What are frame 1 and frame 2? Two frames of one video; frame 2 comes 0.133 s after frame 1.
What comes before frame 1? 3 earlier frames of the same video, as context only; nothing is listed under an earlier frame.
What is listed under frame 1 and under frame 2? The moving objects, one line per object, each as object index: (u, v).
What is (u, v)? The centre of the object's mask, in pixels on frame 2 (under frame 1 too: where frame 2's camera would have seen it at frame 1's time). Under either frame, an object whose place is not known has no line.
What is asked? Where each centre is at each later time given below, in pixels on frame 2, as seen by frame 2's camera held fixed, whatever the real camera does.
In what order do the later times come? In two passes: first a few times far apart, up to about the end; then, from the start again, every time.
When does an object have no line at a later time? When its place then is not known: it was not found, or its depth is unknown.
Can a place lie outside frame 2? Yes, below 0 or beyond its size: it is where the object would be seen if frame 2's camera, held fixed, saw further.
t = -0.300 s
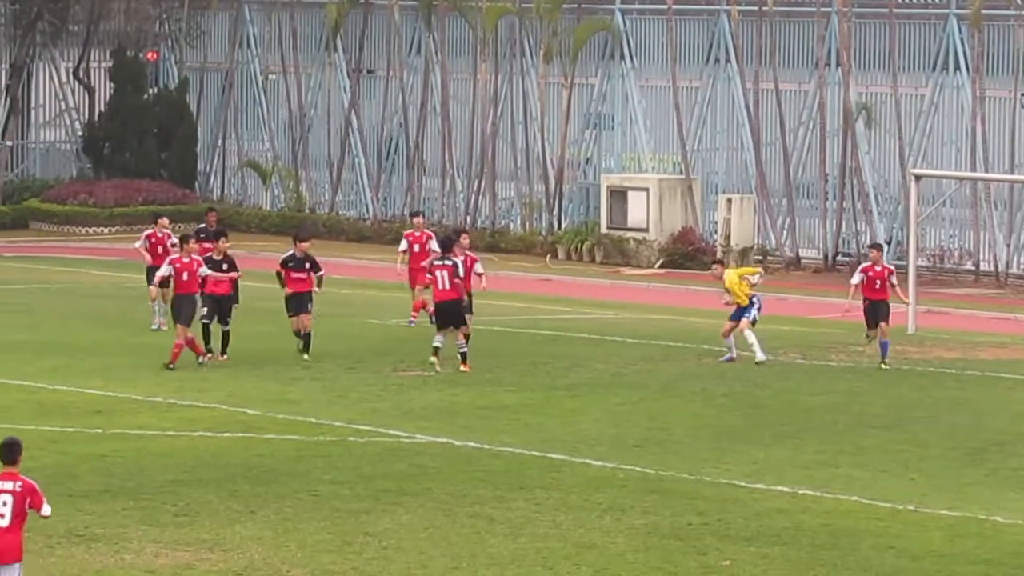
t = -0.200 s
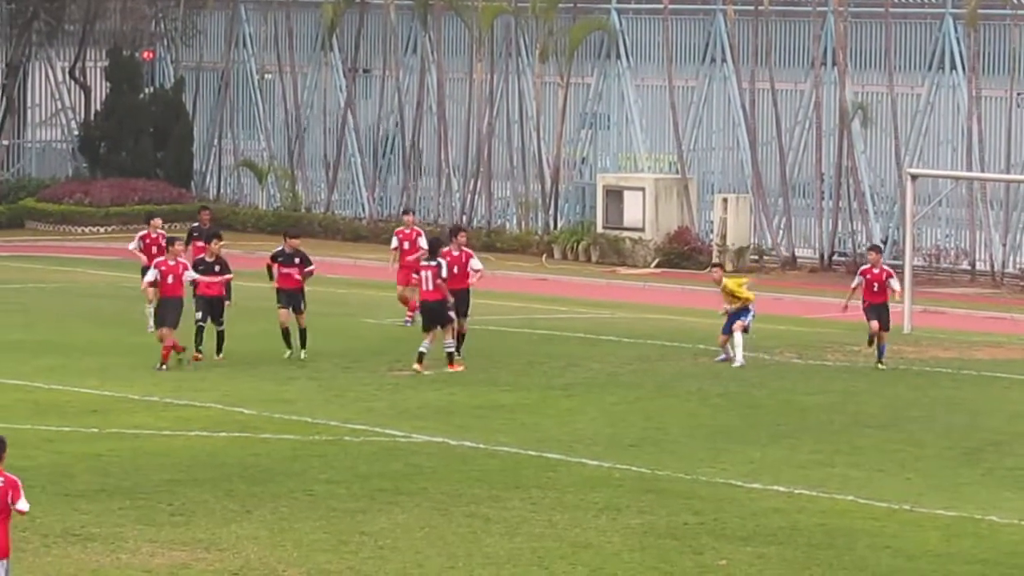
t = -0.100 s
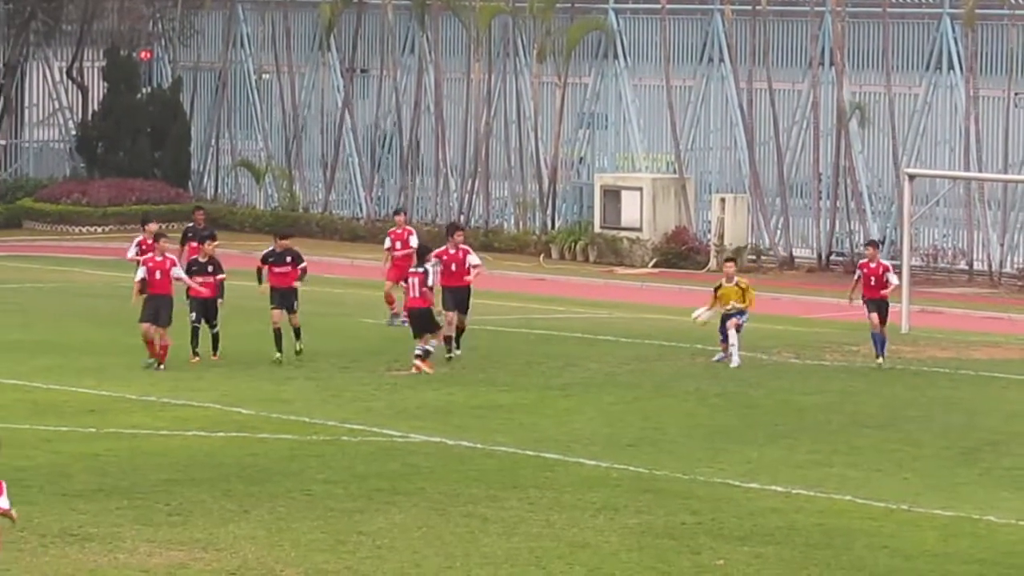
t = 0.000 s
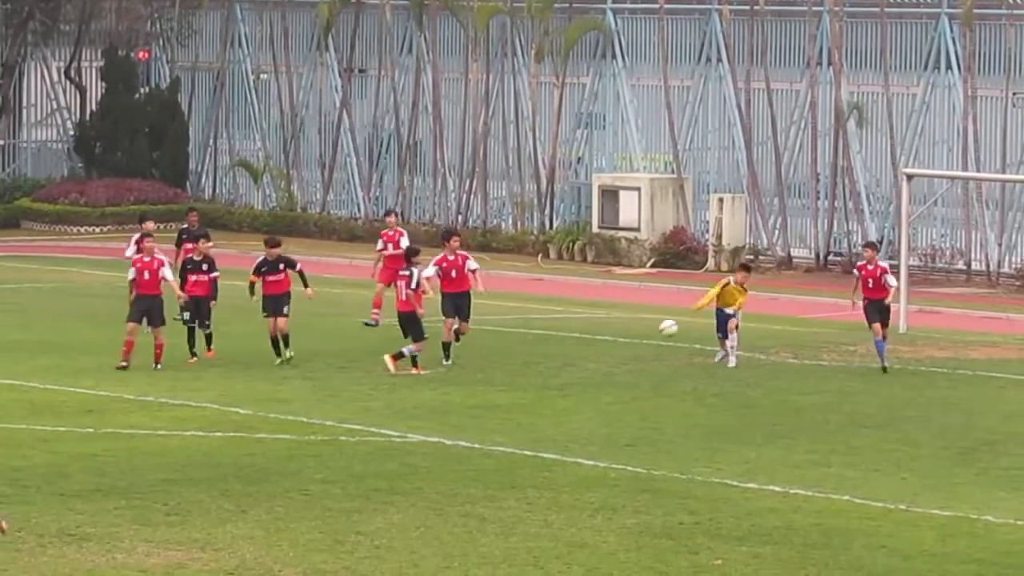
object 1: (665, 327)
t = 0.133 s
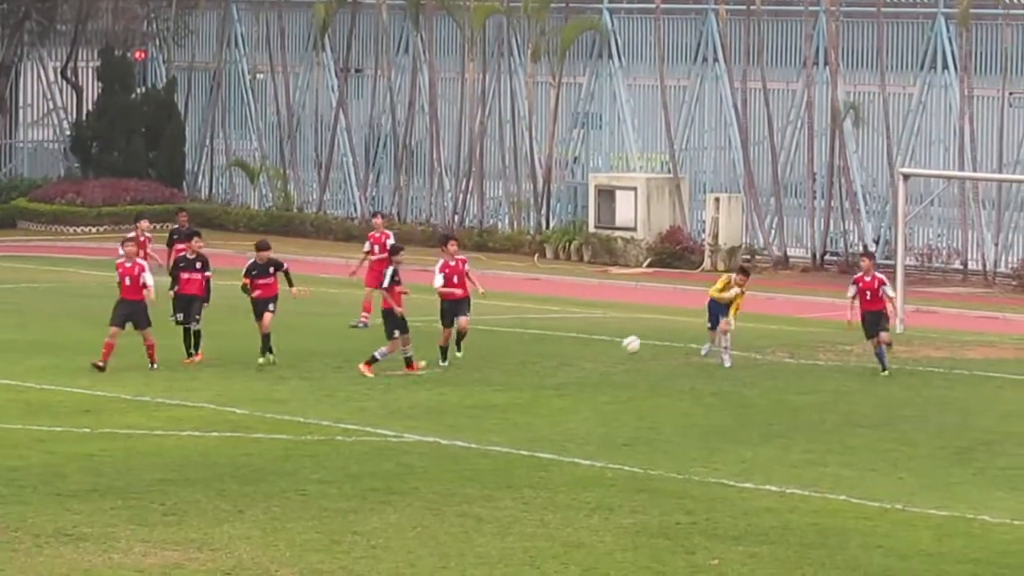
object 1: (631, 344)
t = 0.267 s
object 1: (592, 381)
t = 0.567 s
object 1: (505, 387)
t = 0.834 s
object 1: (421, 419)
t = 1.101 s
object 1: (341, 436)
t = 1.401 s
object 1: (248, 472)
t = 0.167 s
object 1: (622, 351)
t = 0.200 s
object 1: (612, 360)
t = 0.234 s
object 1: (603, 370)
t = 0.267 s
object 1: (592, 381)
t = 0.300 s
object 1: (582, 387)
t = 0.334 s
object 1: (573, 383)
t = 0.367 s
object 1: (564, 380)
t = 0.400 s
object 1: (555, 377)
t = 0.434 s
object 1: (546, 377)
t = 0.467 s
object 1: (535, 377)
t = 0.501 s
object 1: (526, 379)
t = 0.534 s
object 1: (515, 382)
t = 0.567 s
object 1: (505, 387)
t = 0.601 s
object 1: (495, 391)
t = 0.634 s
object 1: (484, 398)
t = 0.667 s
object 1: (473, 405)
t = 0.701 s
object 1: (462, 414)
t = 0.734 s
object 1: (451, 425)
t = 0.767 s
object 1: (440, 427)
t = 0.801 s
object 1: (431, 421)
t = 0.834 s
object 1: (421, 419)
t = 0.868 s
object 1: (411, 417)
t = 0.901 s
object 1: (402, 416)
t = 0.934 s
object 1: (392, 417)
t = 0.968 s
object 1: (382, 418)
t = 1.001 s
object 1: (372, 421)
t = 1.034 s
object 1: (362, 424)
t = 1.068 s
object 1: (351, 429)
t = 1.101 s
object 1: (341, 436)
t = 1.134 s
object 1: (330, 443)
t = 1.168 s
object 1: (319, 452)
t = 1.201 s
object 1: (308, 463)
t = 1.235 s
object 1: (298, 466)
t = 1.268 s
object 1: (288, 465)
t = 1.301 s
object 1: (279, 464)
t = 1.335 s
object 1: (268, 466)
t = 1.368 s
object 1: (259, 469)
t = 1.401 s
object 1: (248, 472)
